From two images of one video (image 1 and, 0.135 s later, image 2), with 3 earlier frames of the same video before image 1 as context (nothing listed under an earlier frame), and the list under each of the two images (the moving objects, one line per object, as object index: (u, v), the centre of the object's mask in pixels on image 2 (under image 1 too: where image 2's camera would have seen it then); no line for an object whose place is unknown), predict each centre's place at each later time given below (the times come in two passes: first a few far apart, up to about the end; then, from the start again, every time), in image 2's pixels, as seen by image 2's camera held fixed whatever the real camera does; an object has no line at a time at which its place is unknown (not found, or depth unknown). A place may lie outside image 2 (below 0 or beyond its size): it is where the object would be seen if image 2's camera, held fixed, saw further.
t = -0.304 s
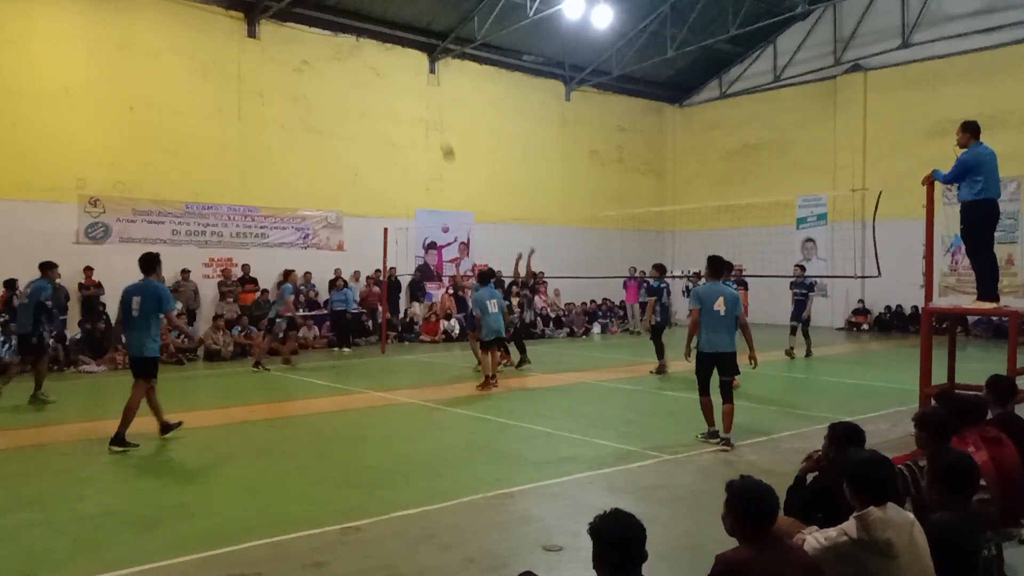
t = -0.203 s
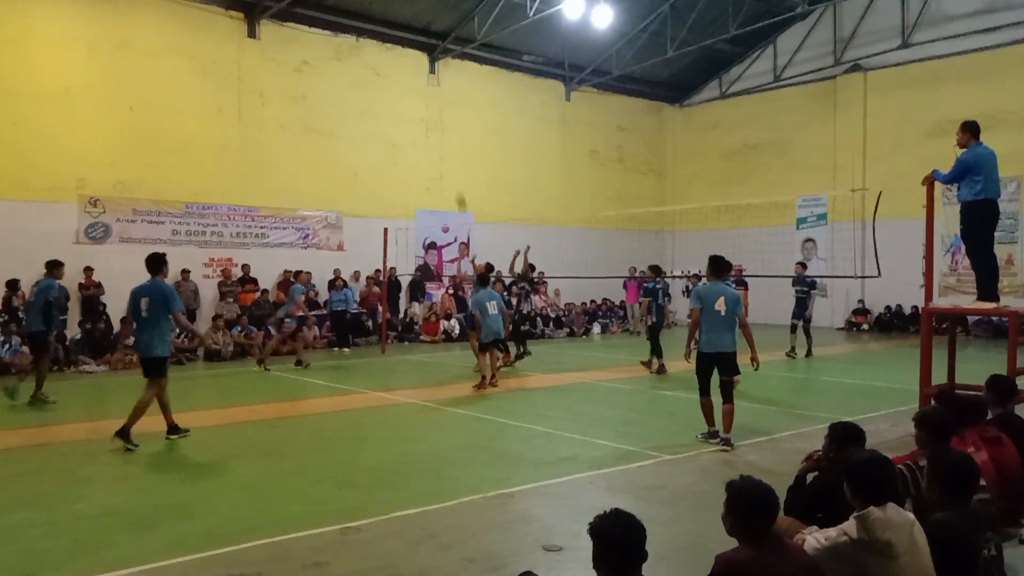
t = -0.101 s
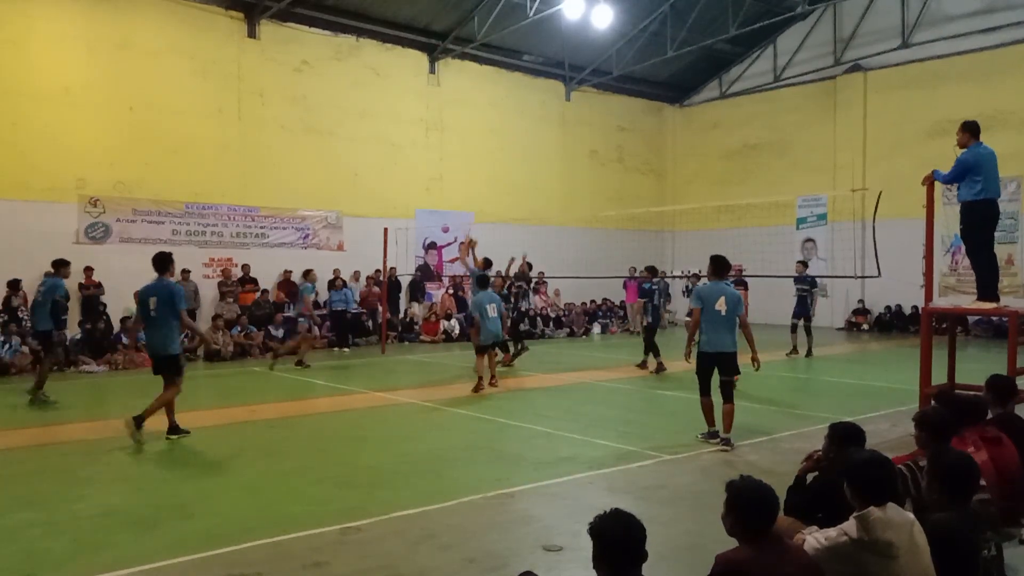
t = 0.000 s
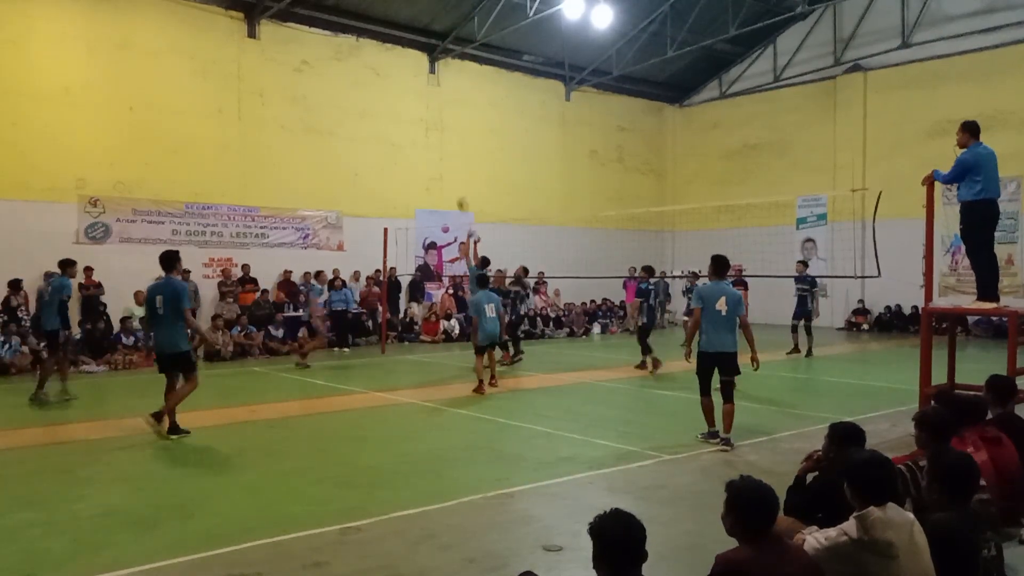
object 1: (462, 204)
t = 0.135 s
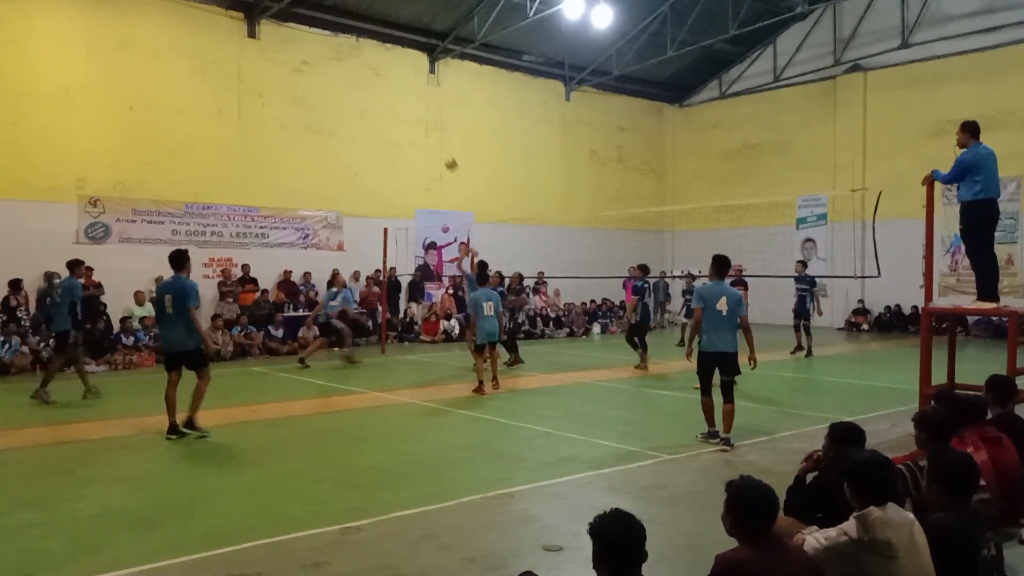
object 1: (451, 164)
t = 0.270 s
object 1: (440, 134)
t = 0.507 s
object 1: (420, 110)
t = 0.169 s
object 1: (448, 155)
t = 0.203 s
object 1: (445, 147)
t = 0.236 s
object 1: (442, 140)
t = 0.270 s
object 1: (440, 134)
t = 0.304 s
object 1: (437, 128)
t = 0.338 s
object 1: (434, 124)
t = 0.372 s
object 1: (431, 120)
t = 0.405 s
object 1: (428, 116)
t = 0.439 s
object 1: (425, 114)
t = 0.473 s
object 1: (422, 111)
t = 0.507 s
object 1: (420, 110)
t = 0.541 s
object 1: (417, 109)
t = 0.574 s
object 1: (414, 110)
